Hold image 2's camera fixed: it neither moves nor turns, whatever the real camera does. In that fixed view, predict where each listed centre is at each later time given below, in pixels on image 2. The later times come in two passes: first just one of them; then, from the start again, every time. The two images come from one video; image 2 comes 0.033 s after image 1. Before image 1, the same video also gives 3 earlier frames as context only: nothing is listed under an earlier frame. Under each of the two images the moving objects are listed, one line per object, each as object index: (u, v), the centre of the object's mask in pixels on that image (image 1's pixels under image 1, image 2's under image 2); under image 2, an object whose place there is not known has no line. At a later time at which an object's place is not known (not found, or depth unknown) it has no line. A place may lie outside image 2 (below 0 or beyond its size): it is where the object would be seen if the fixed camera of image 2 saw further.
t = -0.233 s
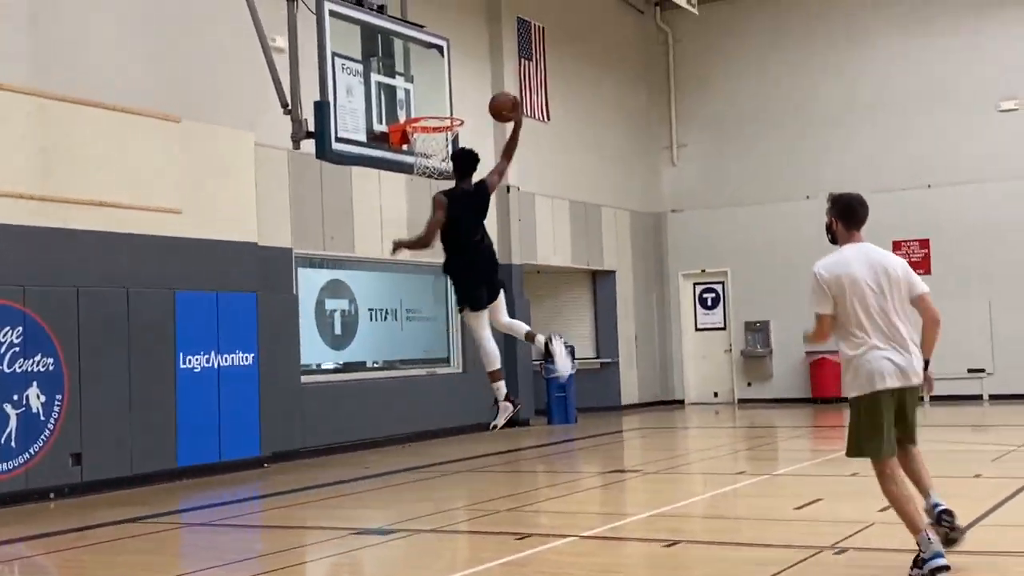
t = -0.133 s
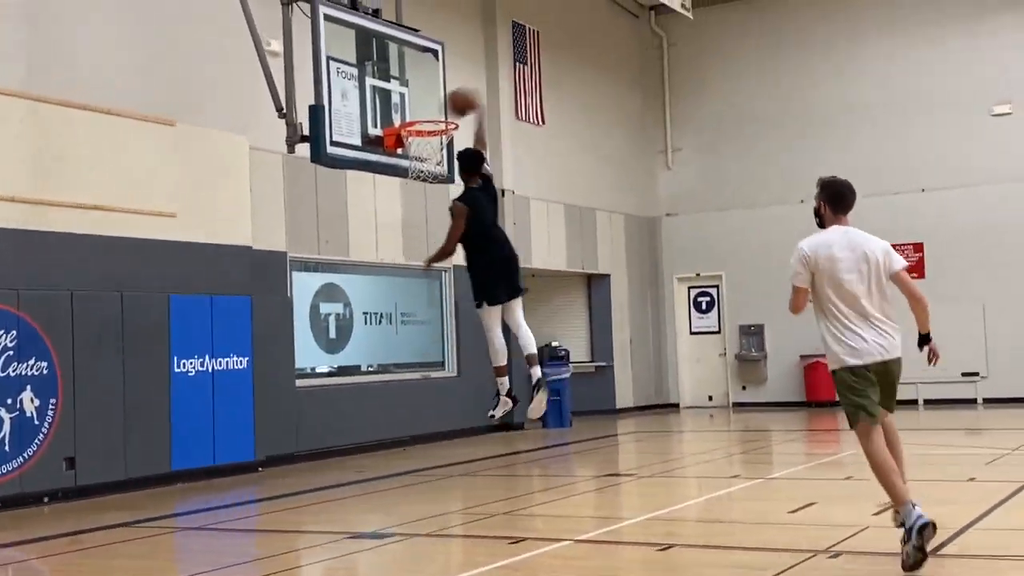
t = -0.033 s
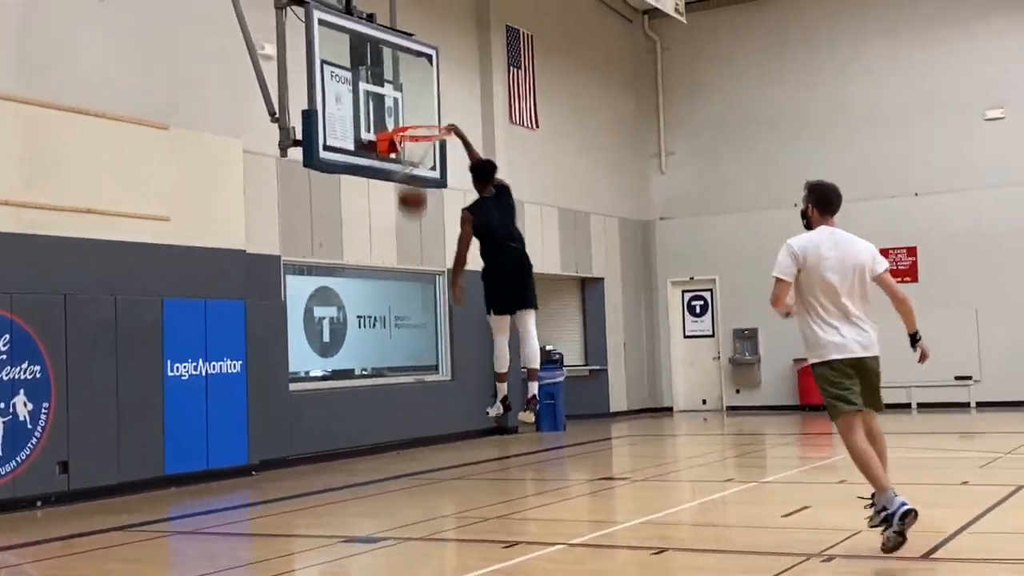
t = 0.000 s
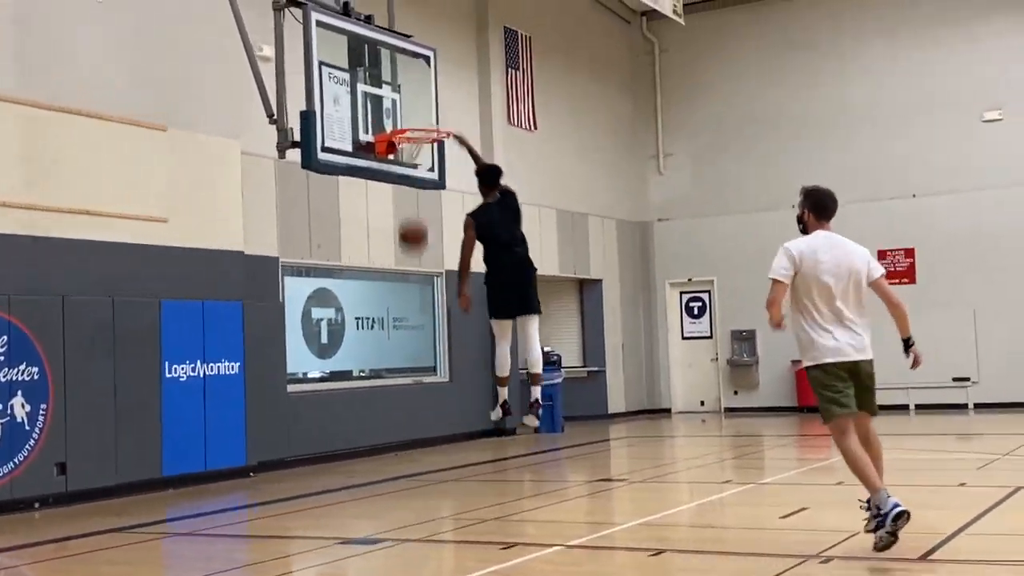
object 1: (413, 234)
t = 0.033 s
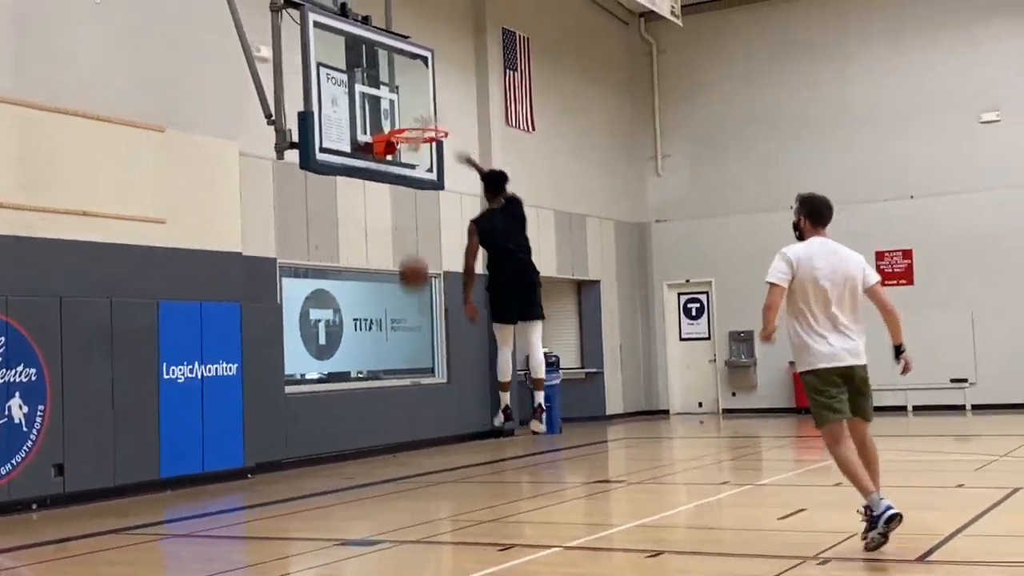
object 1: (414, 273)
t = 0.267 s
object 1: (439, 449)
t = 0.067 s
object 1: (416, 313)
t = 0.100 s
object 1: (418, 353)
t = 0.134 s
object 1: (420, 399)
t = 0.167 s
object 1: (423, 441)
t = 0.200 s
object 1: (424, 491)
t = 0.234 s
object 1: (431, 483)
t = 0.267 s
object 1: (439, 449)
